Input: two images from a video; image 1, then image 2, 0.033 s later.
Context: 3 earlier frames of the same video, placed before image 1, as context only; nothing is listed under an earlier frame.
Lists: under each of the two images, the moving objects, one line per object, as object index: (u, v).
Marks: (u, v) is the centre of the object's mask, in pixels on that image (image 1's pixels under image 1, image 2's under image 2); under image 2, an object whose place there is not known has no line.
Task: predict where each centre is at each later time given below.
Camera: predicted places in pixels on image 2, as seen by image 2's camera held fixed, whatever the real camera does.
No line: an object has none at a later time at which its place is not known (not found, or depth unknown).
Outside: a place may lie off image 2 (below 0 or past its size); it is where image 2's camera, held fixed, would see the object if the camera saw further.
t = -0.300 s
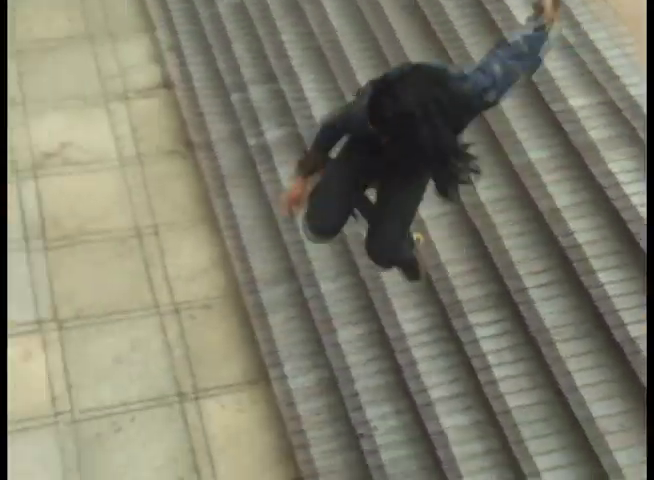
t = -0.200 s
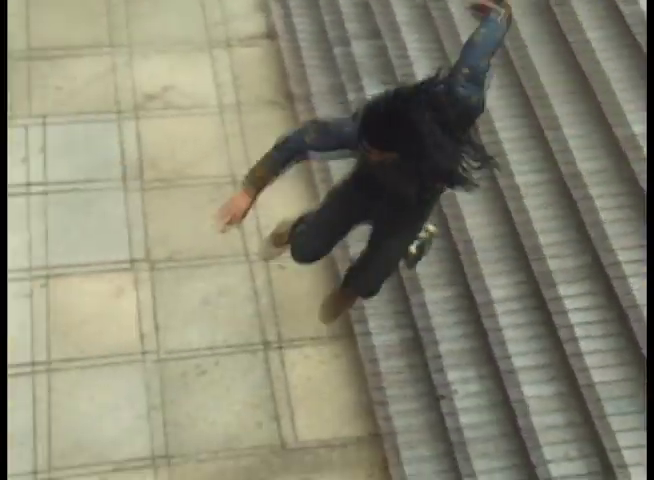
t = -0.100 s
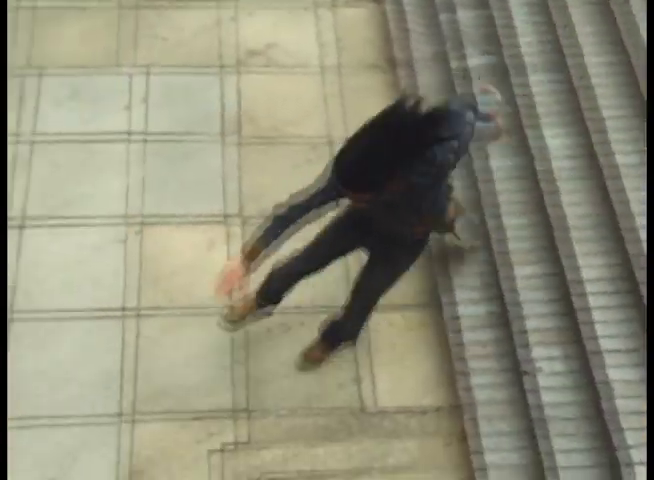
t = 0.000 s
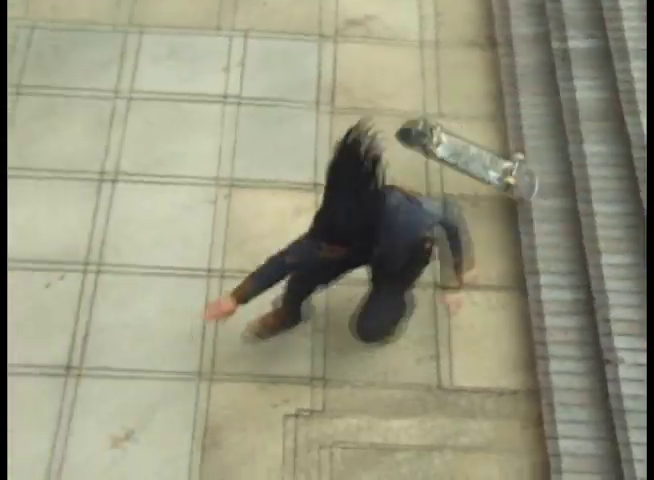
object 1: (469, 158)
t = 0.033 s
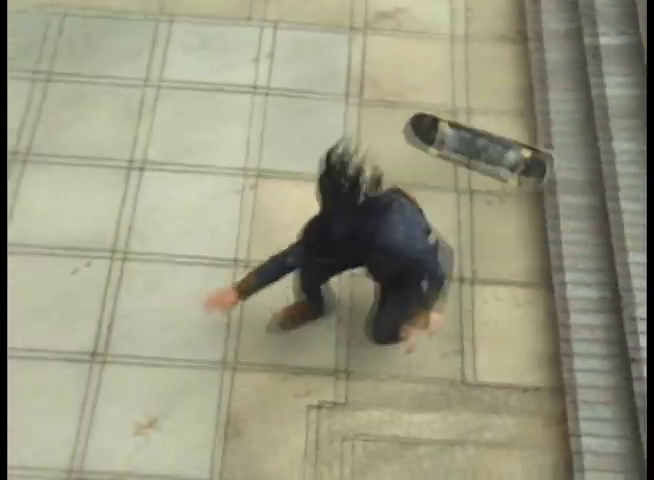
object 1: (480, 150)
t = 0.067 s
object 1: (463, 146)
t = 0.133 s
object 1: (427, 144)
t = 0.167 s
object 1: (415, 136)
